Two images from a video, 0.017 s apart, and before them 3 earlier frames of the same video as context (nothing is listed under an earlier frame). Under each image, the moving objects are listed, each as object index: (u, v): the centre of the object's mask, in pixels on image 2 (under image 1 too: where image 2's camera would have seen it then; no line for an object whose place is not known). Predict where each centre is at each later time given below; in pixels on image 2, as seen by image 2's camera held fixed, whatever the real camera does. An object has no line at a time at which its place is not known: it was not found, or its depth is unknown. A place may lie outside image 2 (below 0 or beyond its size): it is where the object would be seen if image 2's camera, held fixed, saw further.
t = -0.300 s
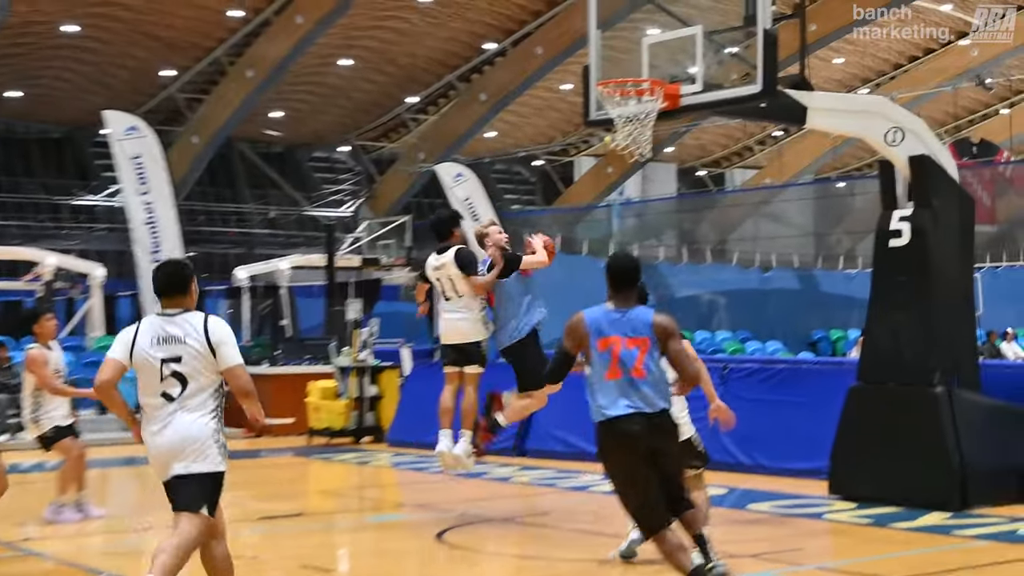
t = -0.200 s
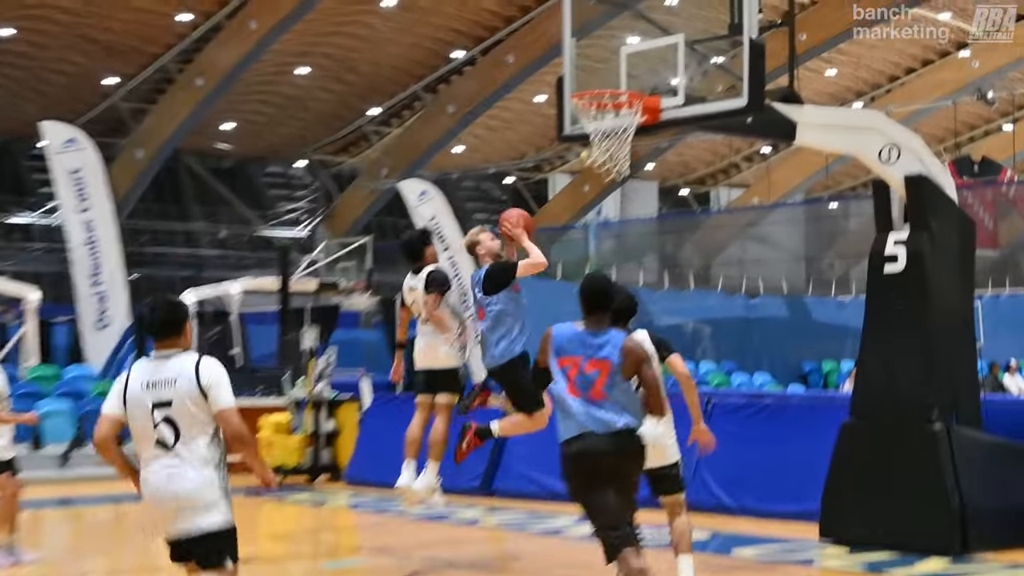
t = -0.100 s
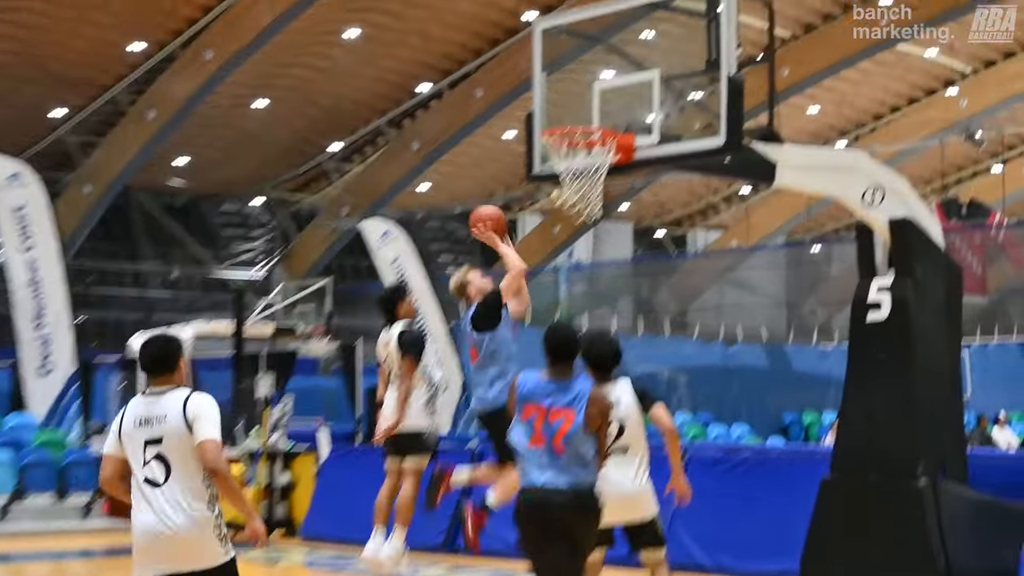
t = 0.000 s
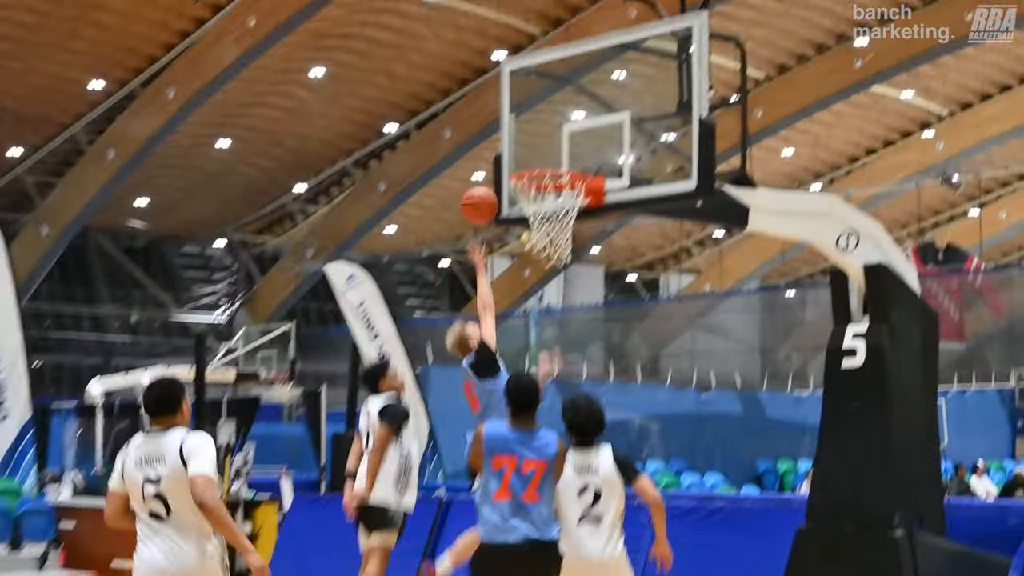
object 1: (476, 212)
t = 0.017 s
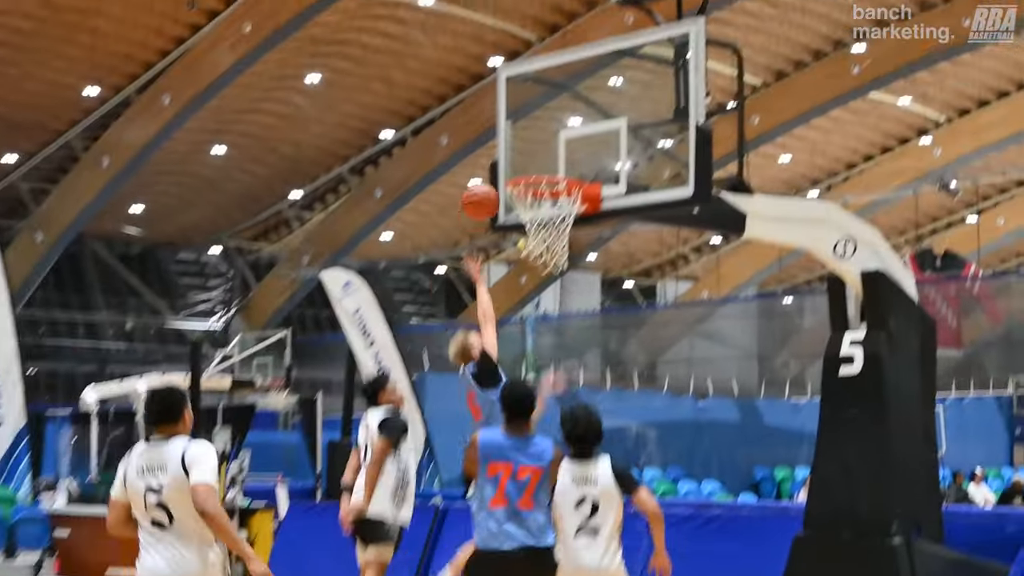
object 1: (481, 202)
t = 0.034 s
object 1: (486, 191)
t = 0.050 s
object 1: (490, 183)
